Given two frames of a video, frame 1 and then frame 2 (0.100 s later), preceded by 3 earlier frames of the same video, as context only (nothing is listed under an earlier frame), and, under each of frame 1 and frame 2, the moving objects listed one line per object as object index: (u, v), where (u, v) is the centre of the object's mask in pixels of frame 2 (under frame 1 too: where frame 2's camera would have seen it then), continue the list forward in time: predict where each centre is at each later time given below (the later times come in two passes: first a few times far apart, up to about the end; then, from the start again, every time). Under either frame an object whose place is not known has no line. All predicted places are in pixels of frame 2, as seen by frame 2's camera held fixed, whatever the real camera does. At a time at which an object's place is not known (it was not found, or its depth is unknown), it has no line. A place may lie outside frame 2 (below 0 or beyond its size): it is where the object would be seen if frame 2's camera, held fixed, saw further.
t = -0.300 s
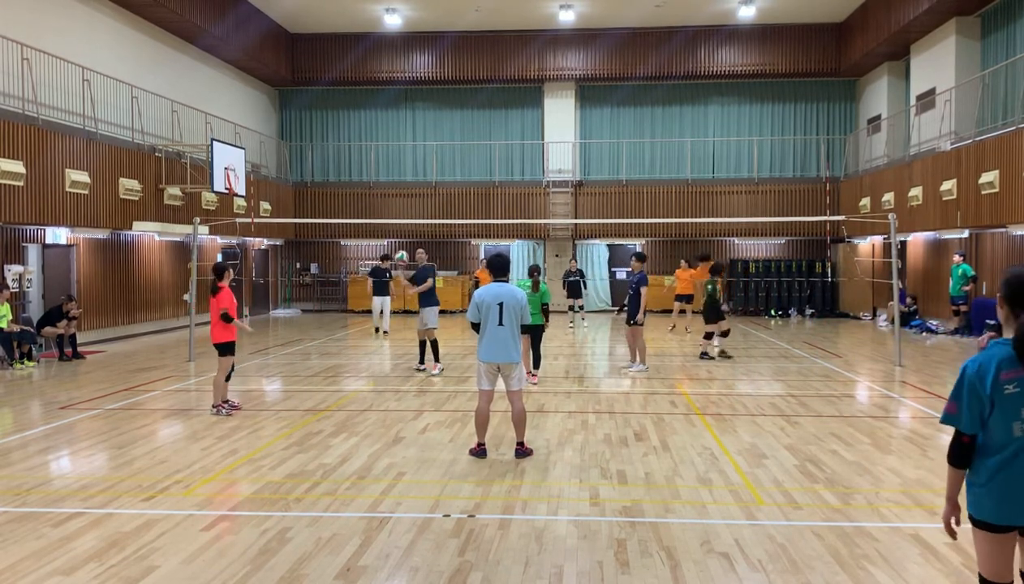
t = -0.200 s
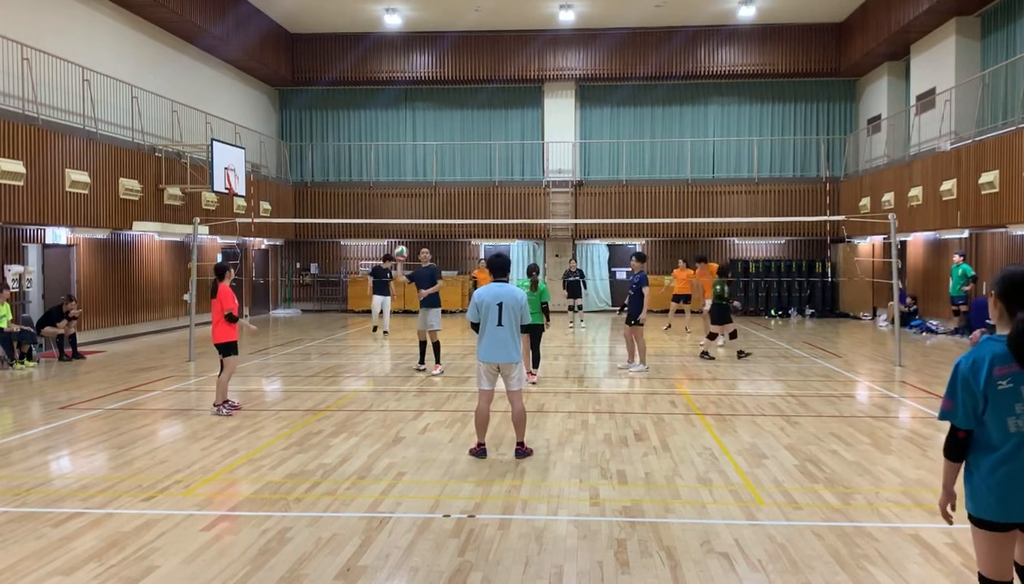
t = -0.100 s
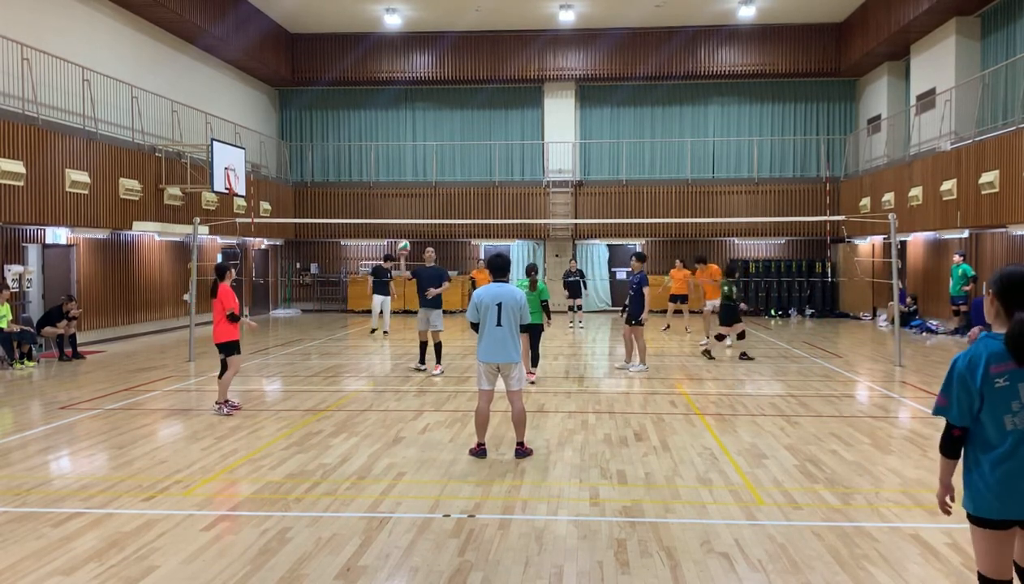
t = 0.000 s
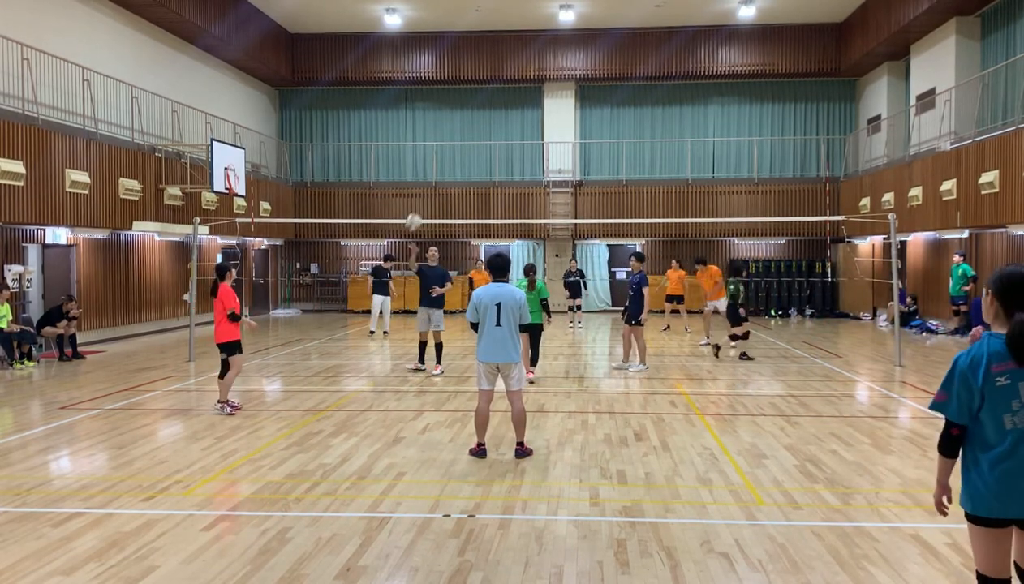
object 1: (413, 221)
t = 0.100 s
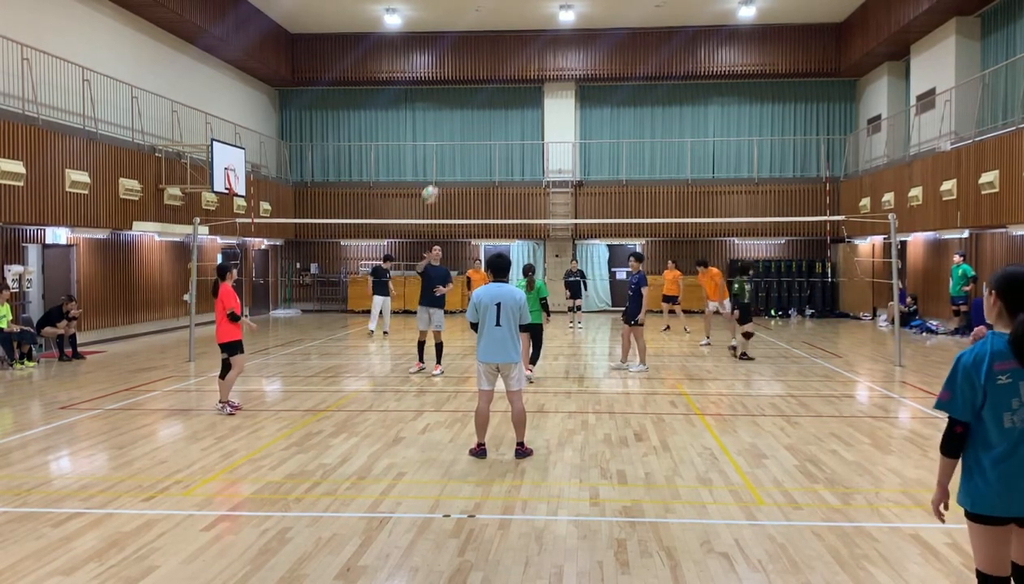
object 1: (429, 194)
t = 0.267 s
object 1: (462, 158)
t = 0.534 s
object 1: (529, 137)
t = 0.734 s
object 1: (604, 176)
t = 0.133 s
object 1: (436, 185)
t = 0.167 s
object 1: (442, 178)
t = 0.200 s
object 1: (448, 171)
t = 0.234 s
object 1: (456, 164)
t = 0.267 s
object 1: (462, 158)
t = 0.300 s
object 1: (469, 153)
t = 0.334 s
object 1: (476, 148)
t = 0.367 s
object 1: (484, 144)
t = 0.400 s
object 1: (491, 142)
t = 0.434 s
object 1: (500, 139)
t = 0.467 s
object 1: (509, 138)
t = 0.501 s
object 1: (519, 138)
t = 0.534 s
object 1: (529, 137)
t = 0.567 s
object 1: (540, 142)
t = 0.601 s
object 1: (550, 146)
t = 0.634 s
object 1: (564, 152)
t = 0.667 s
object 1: (577, 157)
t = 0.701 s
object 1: (590, 166)
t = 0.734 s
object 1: (604, 176)
